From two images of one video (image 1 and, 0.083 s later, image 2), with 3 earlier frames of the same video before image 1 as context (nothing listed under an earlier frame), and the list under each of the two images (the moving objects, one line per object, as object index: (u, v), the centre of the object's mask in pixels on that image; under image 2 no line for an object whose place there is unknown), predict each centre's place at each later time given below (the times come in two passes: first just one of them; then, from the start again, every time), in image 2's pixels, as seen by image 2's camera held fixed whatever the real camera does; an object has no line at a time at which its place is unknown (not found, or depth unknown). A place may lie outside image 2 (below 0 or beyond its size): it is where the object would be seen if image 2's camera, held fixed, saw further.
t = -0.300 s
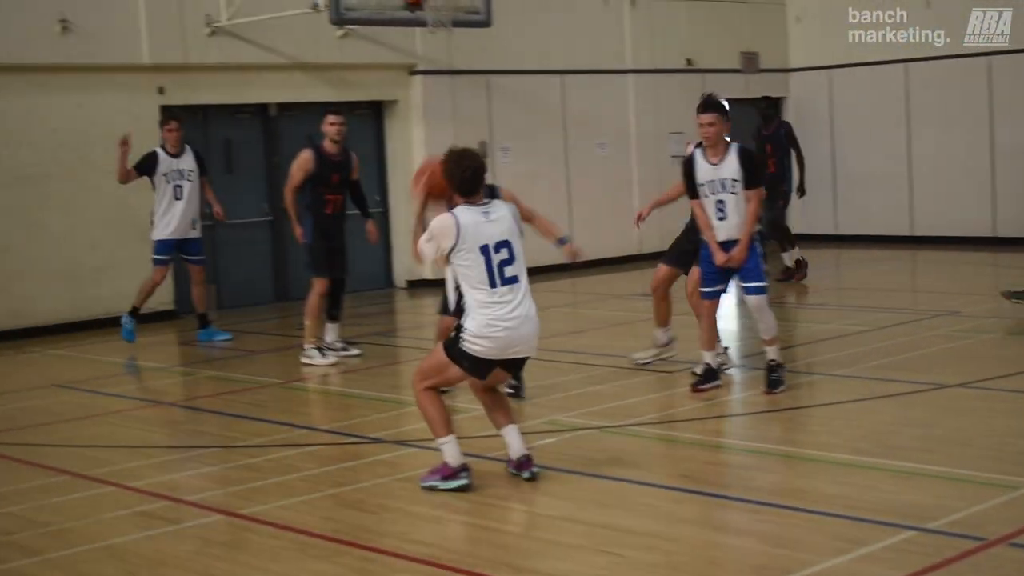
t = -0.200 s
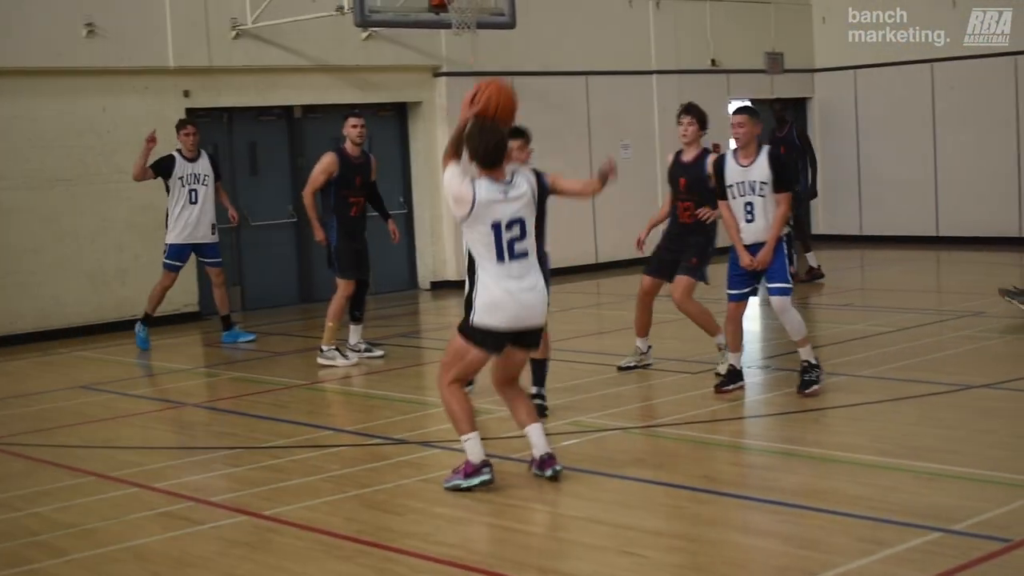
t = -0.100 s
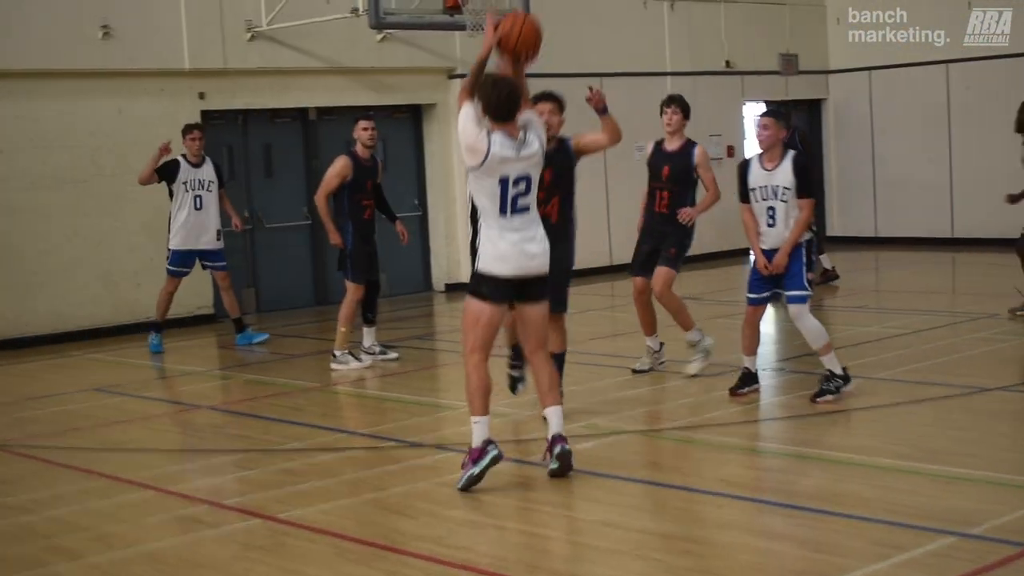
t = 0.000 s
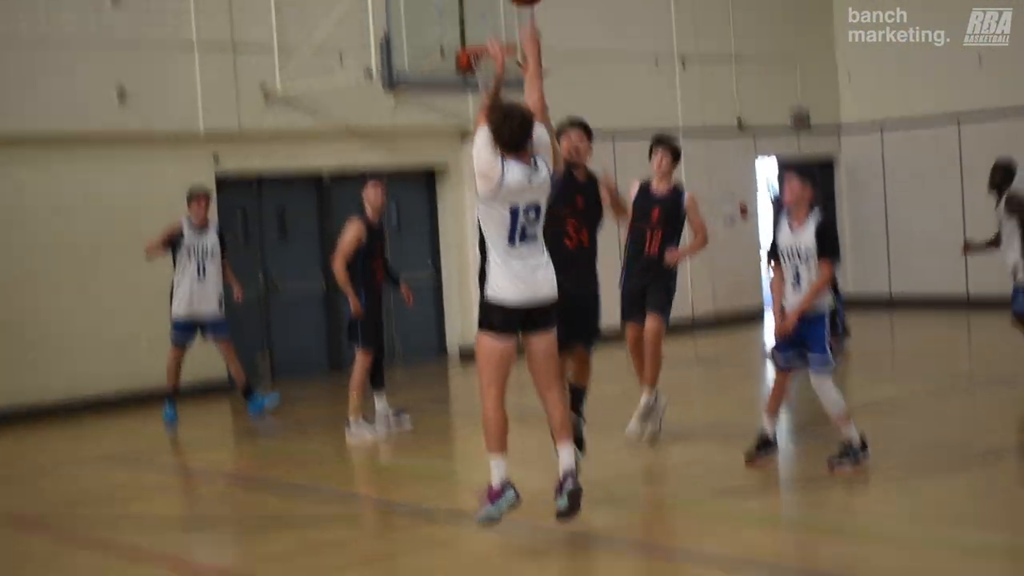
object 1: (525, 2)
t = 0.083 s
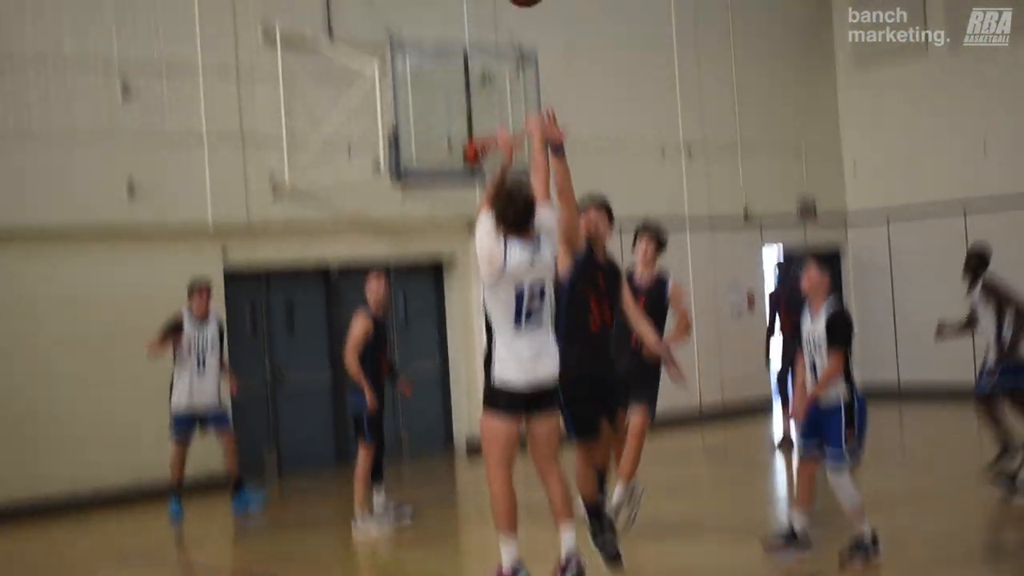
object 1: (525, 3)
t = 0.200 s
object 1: (519, -105)
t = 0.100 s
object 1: (525, -14)
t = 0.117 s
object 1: (524, -30)
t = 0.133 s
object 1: (522, -46)
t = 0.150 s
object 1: (522, -62)
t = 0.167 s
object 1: (521, -78)
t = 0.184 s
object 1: (520, -91)
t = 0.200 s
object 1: (519, -105)
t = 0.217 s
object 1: (518, -115)
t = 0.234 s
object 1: (518, -124)
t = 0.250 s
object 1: (518, -134)
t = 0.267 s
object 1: (517, -142)
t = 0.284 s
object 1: (517, -148)
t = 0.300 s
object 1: (517, -154)
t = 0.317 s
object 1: (516, -160)
